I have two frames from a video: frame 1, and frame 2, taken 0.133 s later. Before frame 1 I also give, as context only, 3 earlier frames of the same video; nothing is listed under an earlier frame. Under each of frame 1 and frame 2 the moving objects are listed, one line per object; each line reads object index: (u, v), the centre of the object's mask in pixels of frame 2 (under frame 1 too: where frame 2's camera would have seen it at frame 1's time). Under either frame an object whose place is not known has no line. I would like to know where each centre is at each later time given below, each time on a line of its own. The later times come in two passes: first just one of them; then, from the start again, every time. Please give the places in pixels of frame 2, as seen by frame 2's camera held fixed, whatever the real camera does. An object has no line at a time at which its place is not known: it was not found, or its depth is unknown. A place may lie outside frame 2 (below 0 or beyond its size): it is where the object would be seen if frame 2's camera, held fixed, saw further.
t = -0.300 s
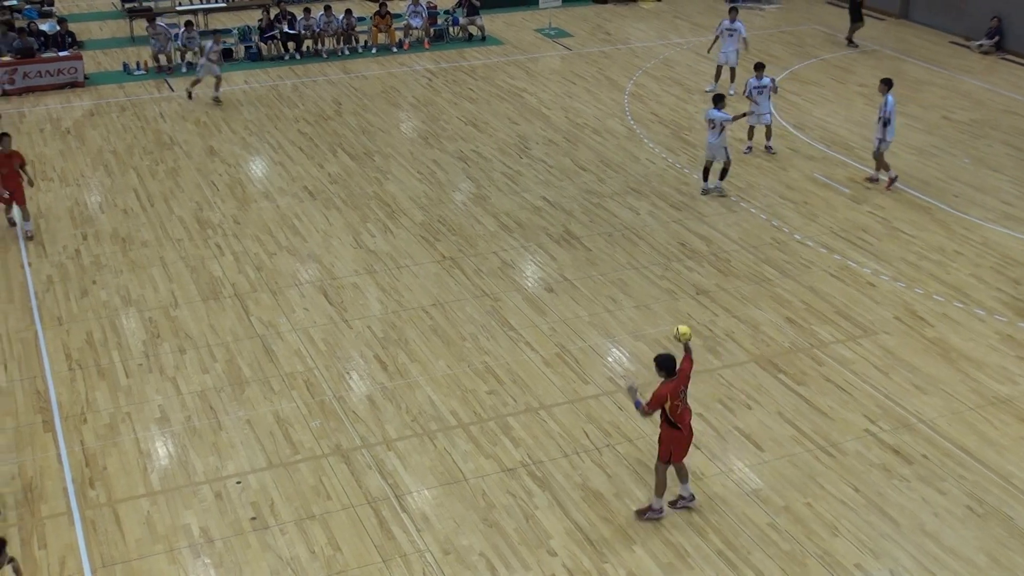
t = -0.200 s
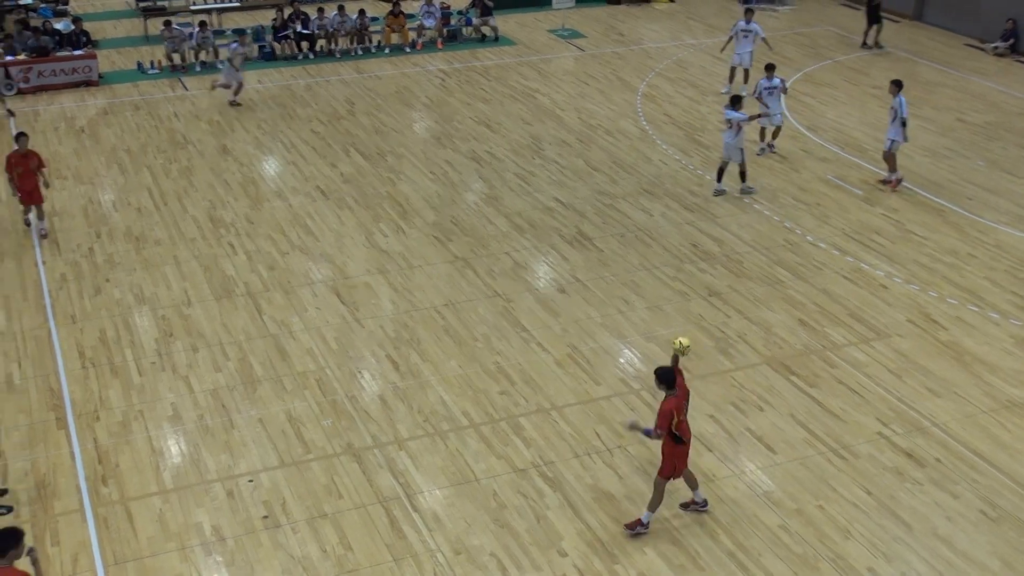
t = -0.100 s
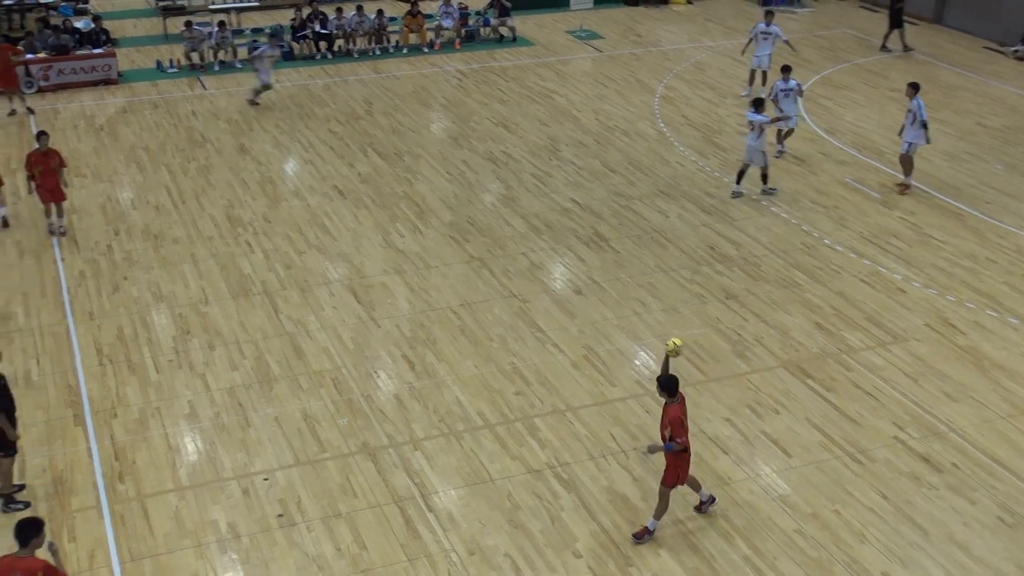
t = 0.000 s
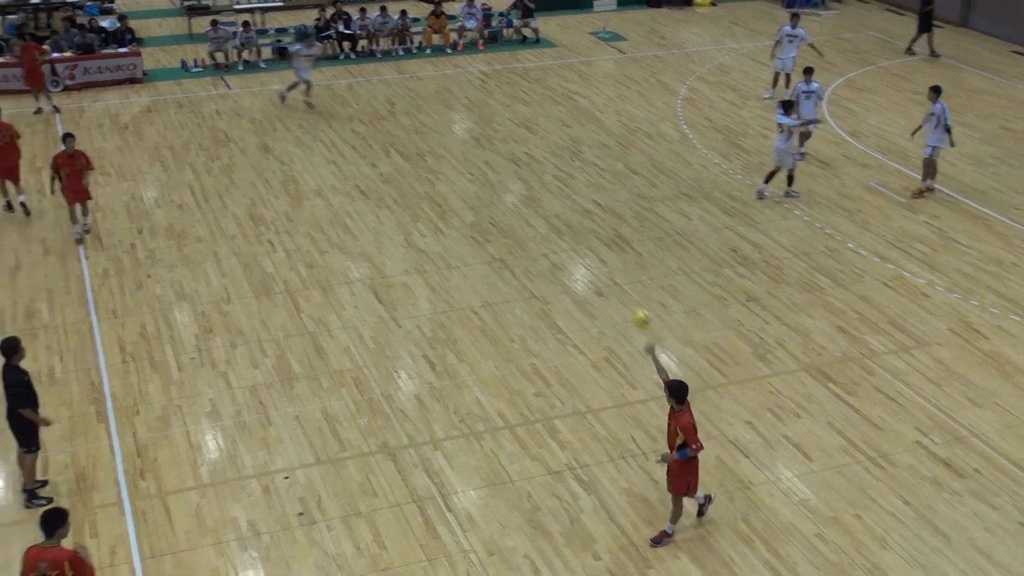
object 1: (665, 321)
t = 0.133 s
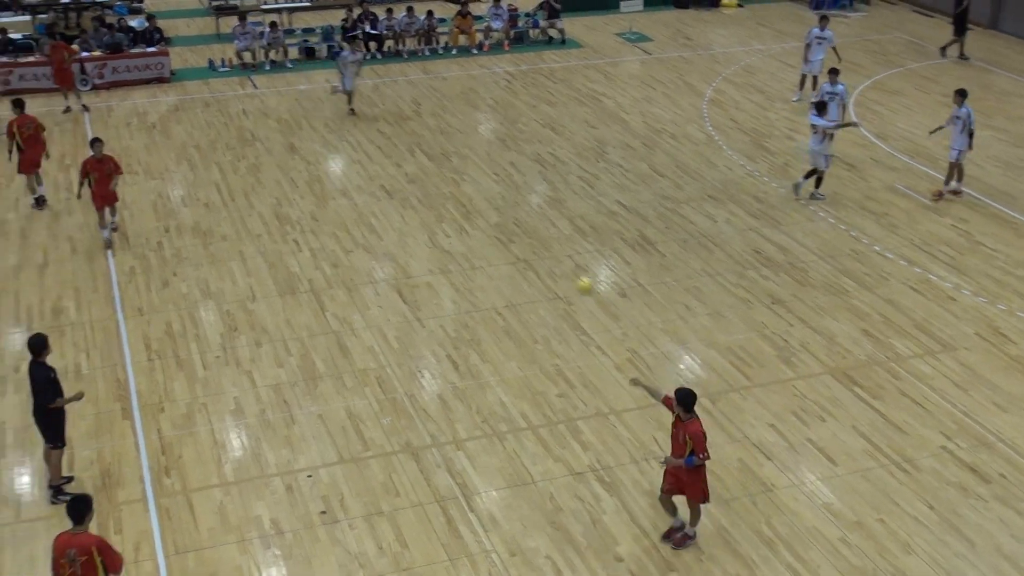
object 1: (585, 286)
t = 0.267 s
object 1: (511, 269)
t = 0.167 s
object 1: (566, 280)
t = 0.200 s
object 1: (547, 276)
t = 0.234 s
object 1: (529, 272)
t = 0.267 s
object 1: (511, 269)
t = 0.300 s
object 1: (494, 268)
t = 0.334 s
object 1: (477, 267)
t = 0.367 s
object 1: (460, 266)
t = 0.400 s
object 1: (445, 267)
